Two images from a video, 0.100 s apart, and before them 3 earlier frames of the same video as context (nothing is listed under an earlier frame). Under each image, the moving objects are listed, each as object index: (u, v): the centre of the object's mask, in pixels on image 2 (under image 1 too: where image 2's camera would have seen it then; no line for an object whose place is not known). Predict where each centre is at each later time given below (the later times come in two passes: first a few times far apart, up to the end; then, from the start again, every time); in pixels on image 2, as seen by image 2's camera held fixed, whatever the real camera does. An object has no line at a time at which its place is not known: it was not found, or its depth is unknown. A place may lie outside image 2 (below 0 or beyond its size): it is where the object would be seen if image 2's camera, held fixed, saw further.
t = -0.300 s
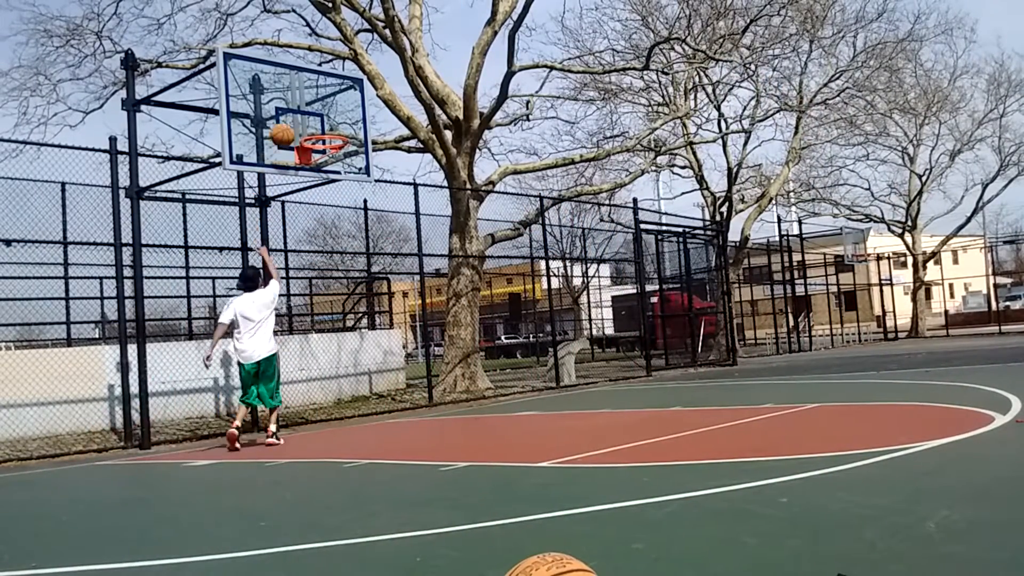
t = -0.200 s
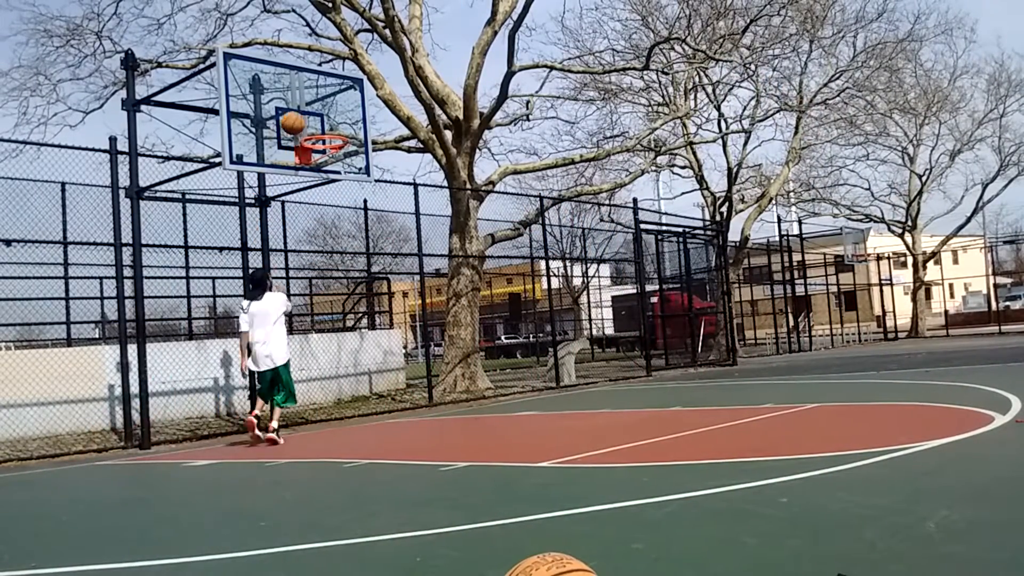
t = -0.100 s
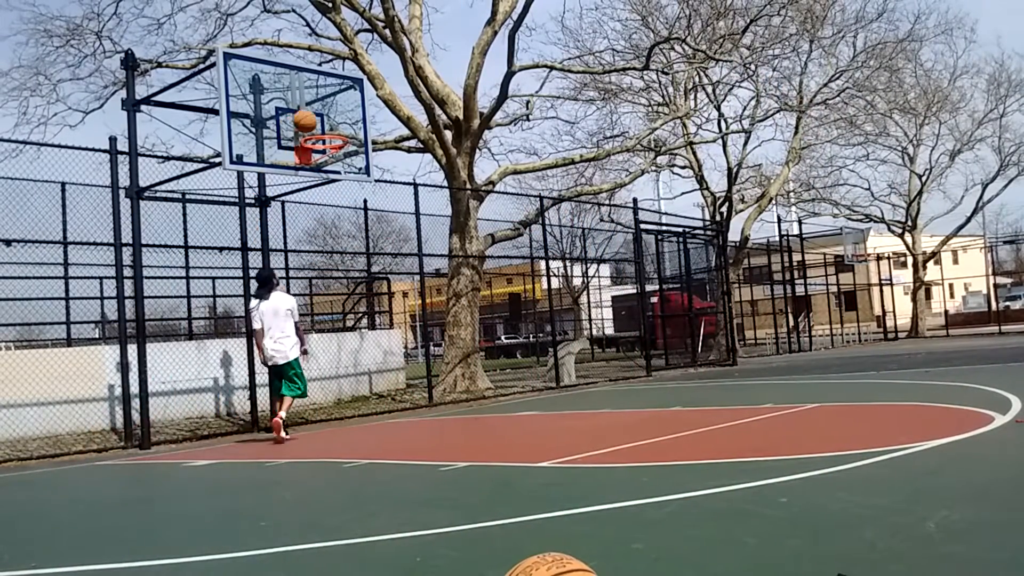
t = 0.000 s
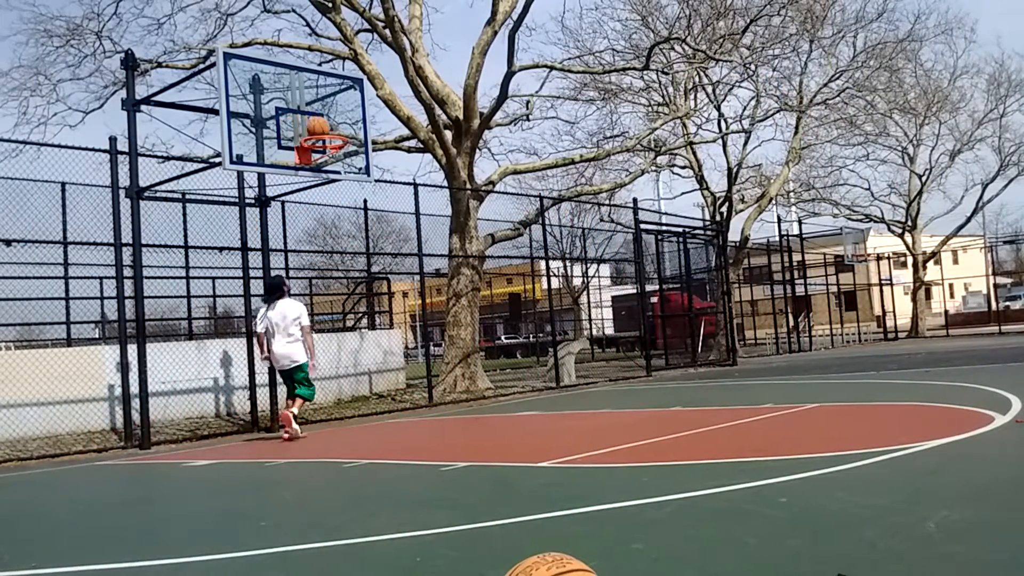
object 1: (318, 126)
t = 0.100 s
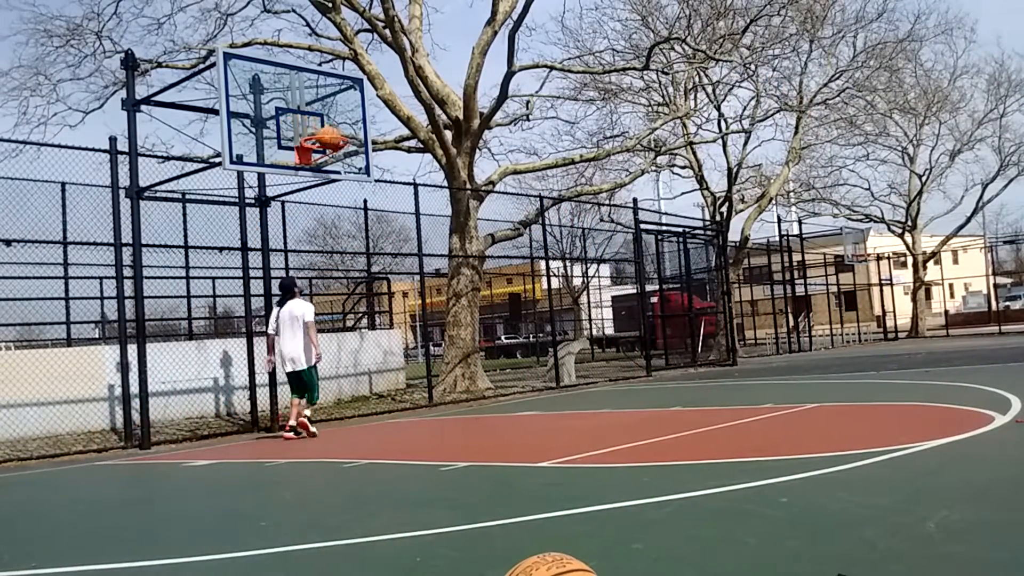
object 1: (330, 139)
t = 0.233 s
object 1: (331, 141)
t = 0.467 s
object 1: (303, 182)
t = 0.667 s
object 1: (282, 262)
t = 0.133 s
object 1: (333, 138)
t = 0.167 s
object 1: (334, 139)
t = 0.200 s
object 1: (334, 140)
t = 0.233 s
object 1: (331, 141)
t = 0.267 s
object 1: (326, 147)
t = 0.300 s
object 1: (322, 150)
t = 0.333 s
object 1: (318, 153)
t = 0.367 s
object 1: (314, 158)
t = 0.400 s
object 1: (311, 165)
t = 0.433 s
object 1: (307, 173)
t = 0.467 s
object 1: (303, 182)
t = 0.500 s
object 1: (300, 193)
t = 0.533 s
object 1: (296, 204)
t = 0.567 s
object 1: (292, 217)
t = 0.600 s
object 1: (289, 231)
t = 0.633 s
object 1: (285, 245)
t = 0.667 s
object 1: (282, 262)
